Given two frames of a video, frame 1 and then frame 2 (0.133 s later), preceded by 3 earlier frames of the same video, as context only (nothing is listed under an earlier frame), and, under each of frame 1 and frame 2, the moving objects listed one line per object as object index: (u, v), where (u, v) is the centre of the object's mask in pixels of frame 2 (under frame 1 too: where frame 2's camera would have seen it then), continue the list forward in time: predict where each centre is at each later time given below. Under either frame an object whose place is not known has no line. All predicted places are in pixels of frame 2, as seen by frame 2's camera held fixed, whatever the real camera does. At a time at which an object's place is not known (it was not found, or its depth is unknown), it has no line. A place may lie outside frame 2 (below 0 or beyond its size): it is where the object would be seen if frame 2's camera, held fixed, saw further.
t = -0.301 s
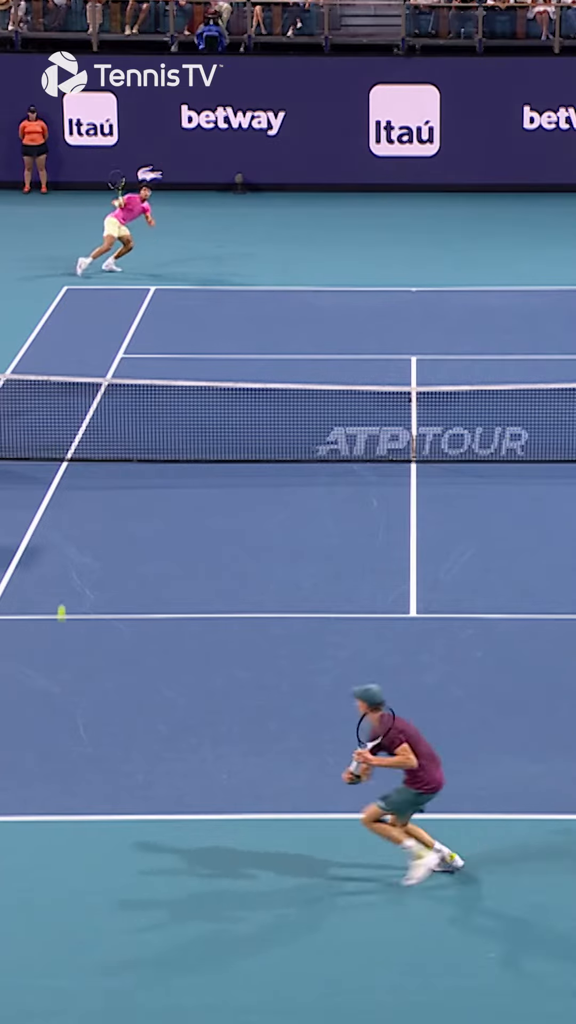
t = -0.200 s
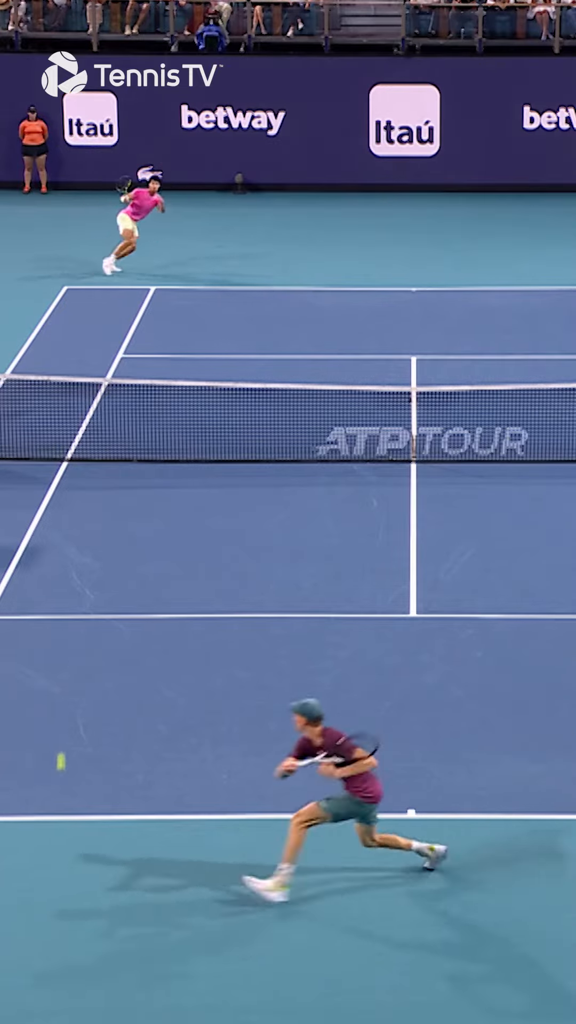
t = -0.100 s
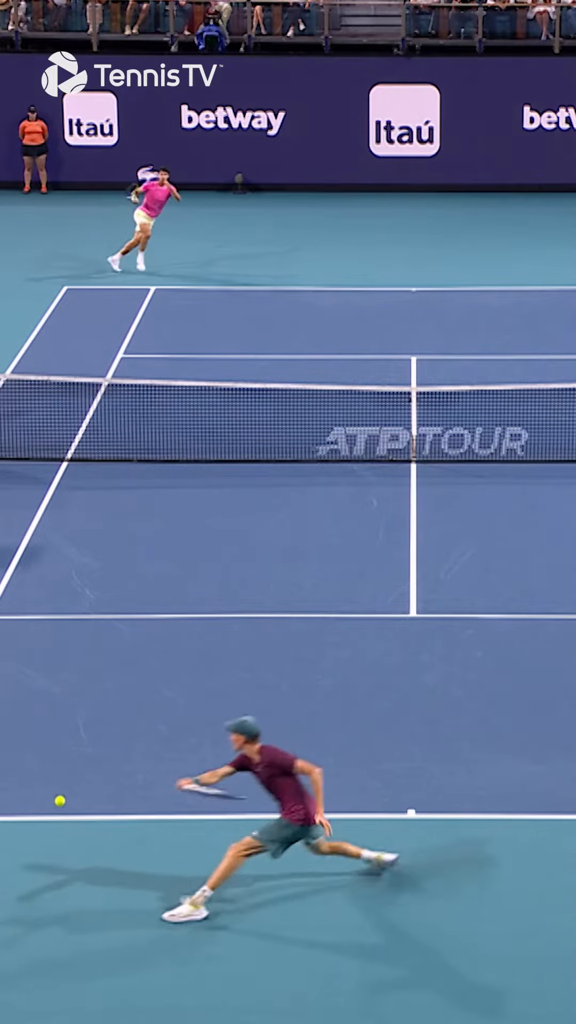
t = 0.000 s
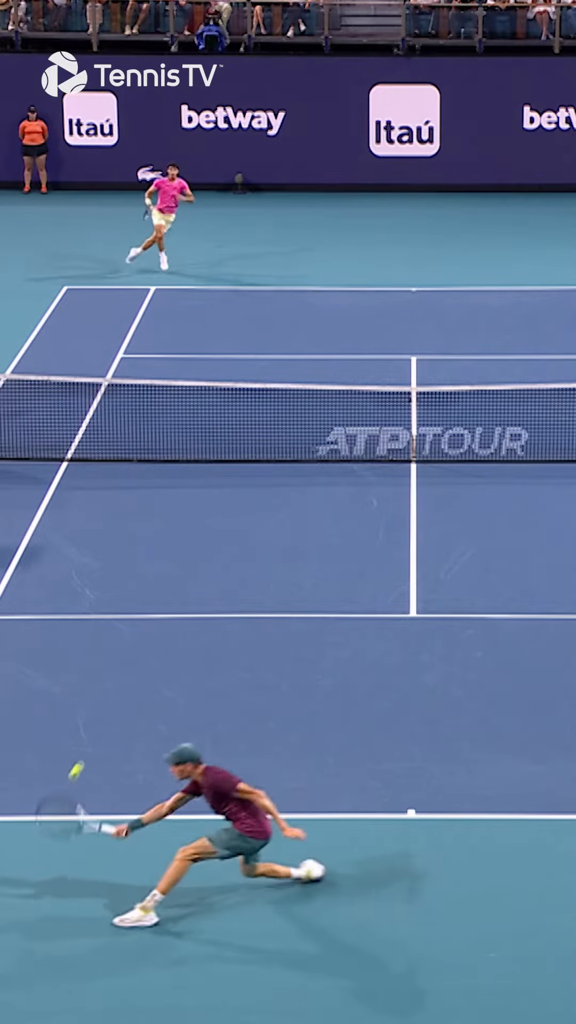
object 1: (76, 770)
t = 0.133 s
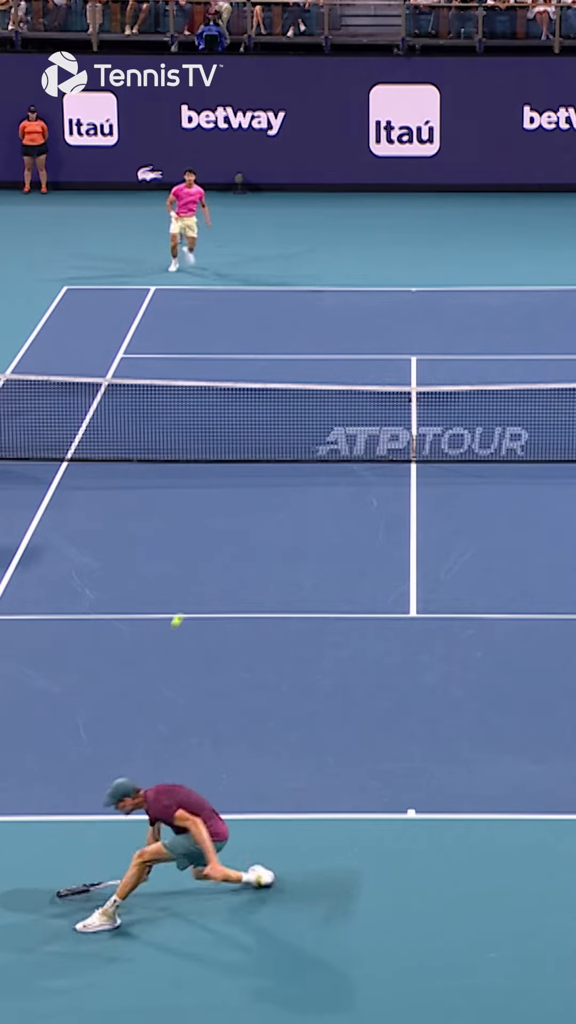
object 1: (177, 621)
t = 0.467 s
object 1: (349, 424)
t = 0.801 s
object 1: (465, 367)
